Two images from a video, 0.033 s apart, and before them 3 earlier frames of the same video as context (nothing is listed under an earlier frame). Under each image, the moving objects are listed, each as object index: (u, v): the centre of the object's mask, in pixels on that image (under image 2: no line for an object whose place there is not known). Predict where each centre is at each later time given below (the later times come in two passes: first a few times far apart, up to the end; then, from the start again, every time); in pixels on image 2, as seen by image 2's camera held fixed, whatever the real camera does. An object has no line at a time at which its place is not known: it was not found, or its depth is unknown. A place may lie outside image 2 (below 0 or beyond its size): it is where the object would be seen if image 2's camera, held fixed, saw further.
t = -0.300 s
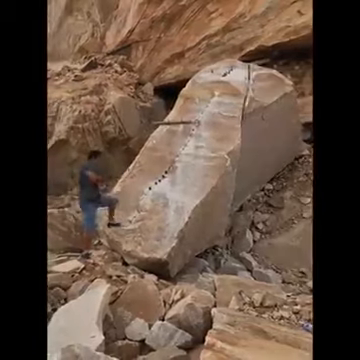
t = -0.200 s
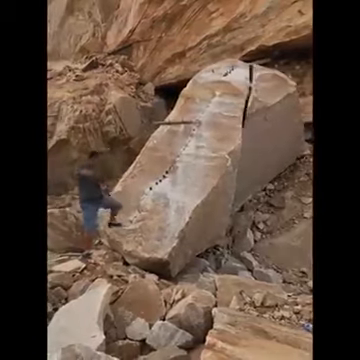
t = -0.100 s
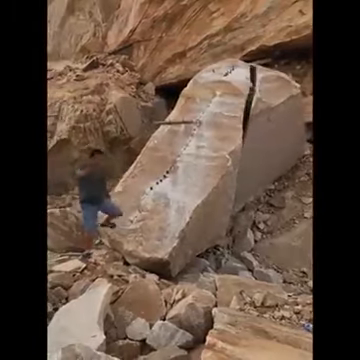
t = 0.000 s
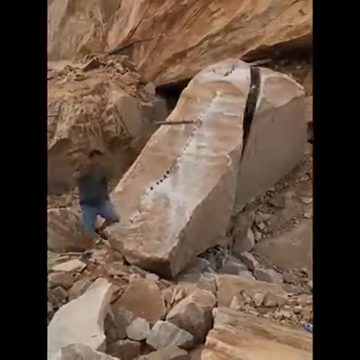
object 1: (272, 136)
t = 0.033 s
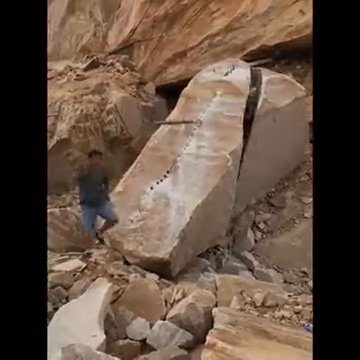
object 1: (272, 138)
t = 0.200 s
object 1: (270, 132)
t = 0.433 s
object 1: (270, 133)
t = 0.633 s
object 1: (270, 133)
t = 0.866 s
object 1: (271, 133)
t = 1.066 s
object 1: (278, 142)
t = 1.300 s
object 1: (274, 138)
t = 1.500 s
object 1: (274, 138)
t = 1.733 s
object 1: (274, 138)
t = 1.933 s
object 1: (278, 142)
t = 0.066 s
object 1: (274, 138)
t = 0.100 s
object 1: (275, 139)
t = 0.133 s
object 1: (276, 139)
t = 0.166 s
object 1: (276, 140)
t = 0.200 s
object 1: (270, 132)
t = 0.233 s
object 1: (270, 133)
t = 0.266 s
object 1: (277, 142)
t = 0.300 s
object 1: (270, 133)
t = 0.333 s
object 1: (270, 133)
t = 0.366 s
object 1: (270, 133)
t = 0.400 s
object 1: (270, 133)
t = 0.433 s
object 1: (270, 133)
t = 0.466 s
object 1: (270, 133)
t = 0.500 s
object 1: (270, 133)
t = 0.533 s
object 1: (270, 133)
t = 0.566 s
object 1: (270, 133)
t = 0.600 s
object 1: (270, 133)
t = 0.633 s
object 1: (270, 133)
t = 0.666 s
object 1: (270, 133)
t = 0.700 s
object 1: (270, 133)
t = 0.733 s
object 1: (270, 133)
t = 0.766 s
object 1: (271, 133)
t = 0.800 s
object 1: (270, 133)
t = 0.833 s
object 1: (270, 133)
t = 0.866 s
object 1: (271, 133)
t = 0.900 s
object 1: (270, 133)
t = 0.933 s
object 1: (271, 133)
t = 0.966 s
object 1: (271, 133)
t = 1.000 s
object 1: (271, 133)
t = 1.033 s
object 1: (278, 142)
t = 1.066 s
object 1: (278, 142)
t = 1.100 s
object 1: (278, 142)
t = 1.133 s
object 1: (274, 138)
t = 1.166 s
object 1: (274, 138)
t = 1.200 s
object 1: (274, 138)
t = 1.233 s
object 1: (274, 138)
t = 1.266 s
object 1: (274, 138)
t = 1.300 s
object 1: (274, 138)
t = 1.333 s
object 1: (274, 137)
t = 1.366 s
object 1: (274, 138)
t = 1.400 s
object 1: (274, 138)
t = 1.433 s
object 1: (274, 138)
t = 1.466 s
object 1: (274, 138)
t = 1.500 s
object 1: (274, 138)
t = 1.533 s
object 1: (274, 138)
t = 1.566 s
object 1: (274, 138)
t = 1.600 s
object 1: (274, 138)
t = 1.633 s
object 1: (274, 138)
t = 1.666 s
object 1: (274, 138)
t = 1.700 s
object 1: (274, 138)
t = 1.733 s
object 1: (274, 138)
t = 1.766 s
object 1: (278, 141)
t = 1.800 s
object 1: (278, 142)
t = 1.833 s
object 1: (279, 142)
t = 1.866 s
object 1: (279, 142)
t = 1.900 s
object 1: (279, 142)
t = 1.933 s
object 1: (278, 142)
